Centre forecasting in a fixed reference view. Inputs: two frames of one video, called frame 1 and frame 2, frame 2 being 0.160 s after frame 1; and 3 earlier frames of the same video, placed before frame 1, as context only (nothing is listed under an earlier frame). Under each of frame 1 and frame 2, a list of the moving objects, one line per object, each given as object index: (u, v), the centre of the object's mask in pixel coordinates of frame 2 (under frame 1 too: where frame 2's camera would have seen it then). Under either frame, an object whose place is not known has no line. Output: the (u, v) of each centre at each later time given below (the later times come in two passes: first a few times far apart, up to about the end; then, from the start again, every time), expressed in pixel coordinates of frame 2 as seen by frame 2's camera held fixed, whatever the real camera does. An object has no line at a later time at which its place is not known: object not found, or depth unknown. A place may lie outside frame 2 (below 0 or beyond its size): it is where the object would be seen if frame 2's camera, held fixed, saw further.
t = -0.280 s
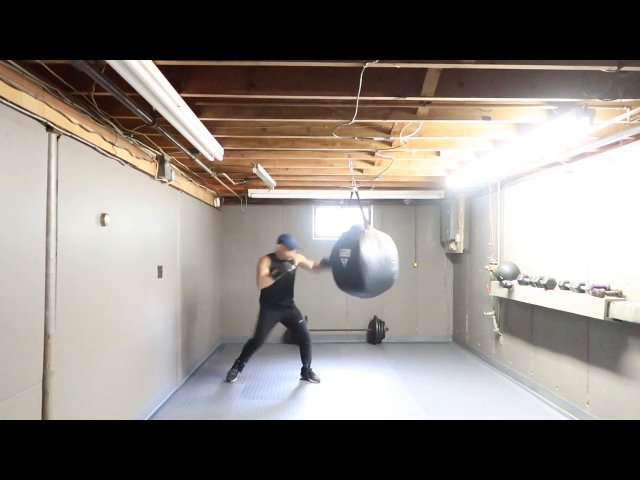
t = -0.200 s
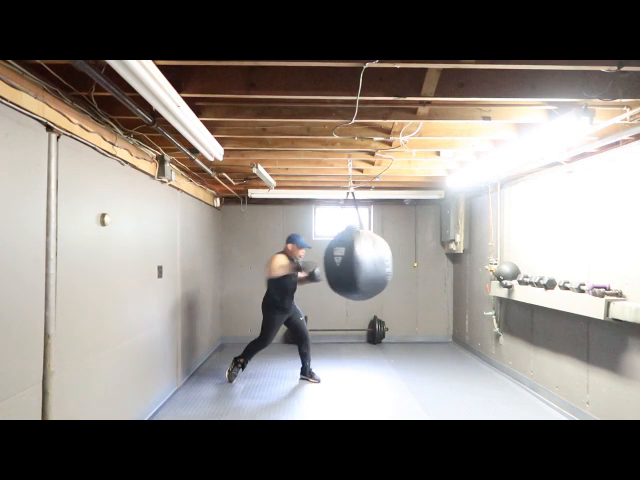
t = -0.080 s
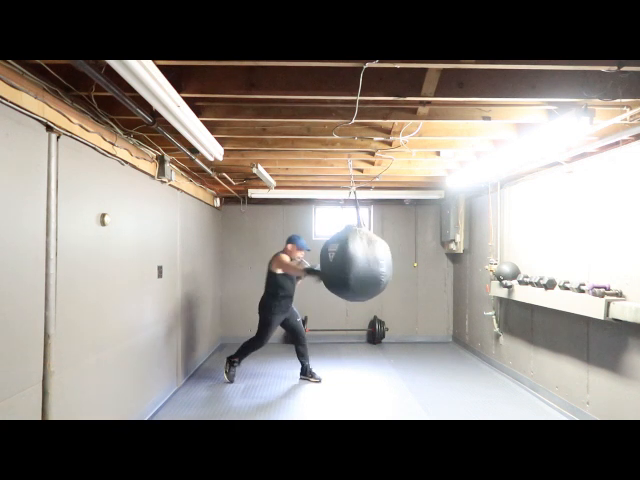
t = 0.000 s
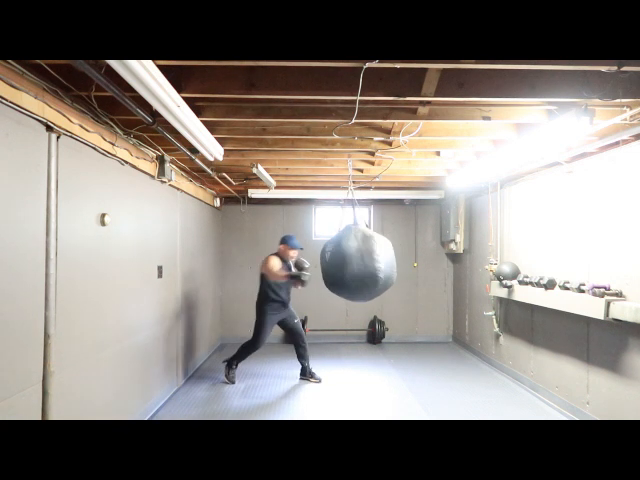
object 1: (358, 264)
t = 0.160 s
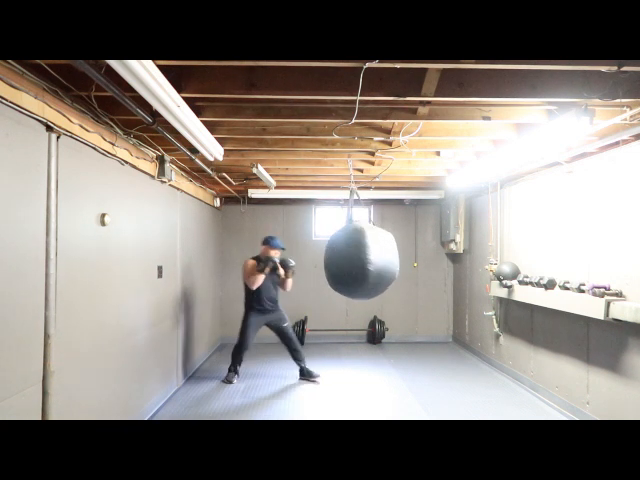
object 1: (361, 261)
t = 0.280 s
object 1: (360, 258)
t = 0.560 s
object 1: (354, 260)
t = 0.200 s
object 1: (361, 260)
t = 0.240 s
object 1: (360, 259)
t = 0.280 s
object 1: (360, 258)
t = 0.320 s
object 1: (359, 258)
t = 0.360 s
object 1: (359, 258)
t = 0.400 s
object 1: (358, 258)
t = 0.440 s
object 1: (357, 258)
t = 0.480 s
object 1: (356, 259)
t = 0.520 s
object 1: (355, 259)
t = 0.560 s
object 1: (354, 260)
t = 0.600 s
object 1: (353, 261)
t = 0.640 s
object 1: (352, 261)
